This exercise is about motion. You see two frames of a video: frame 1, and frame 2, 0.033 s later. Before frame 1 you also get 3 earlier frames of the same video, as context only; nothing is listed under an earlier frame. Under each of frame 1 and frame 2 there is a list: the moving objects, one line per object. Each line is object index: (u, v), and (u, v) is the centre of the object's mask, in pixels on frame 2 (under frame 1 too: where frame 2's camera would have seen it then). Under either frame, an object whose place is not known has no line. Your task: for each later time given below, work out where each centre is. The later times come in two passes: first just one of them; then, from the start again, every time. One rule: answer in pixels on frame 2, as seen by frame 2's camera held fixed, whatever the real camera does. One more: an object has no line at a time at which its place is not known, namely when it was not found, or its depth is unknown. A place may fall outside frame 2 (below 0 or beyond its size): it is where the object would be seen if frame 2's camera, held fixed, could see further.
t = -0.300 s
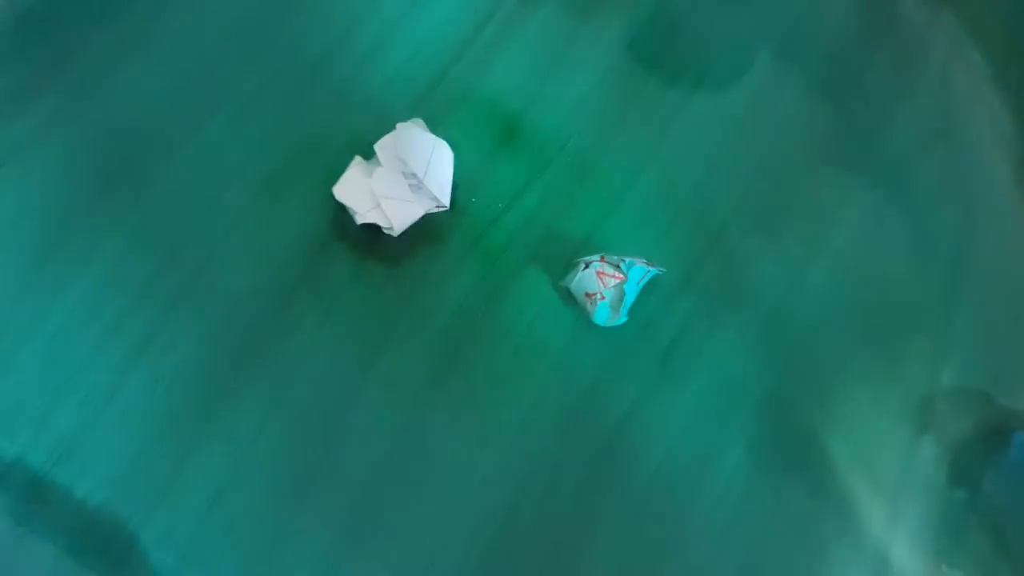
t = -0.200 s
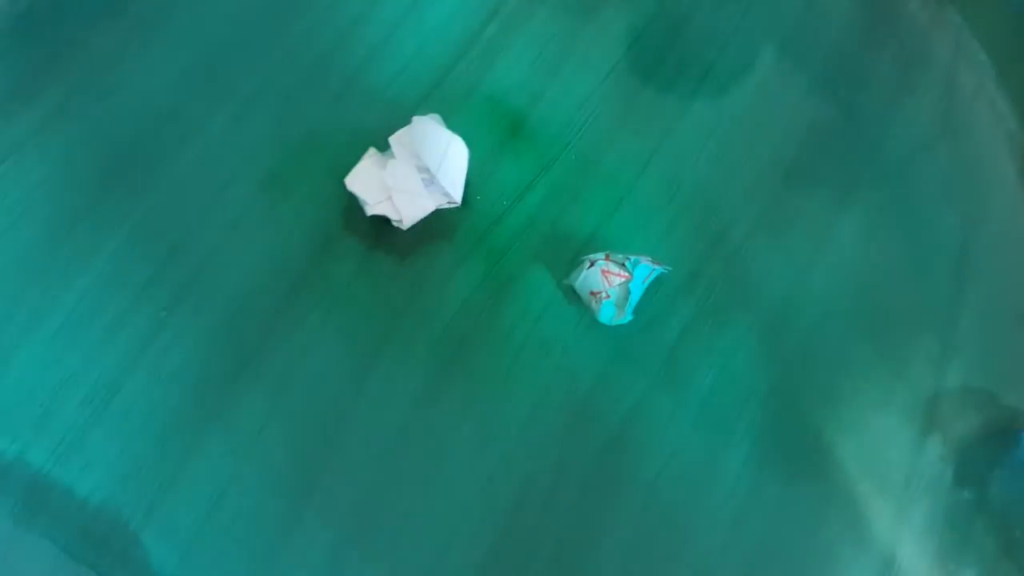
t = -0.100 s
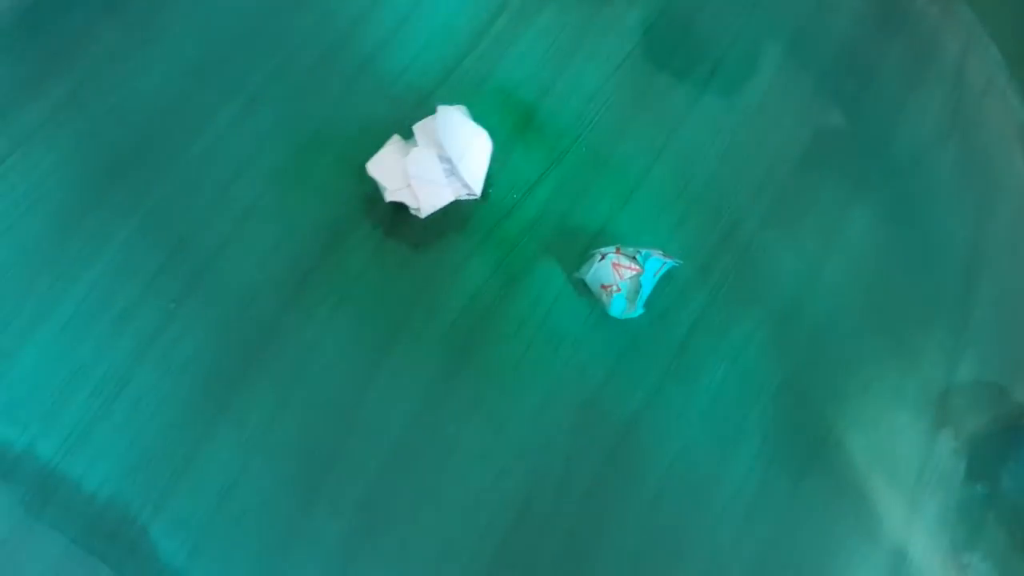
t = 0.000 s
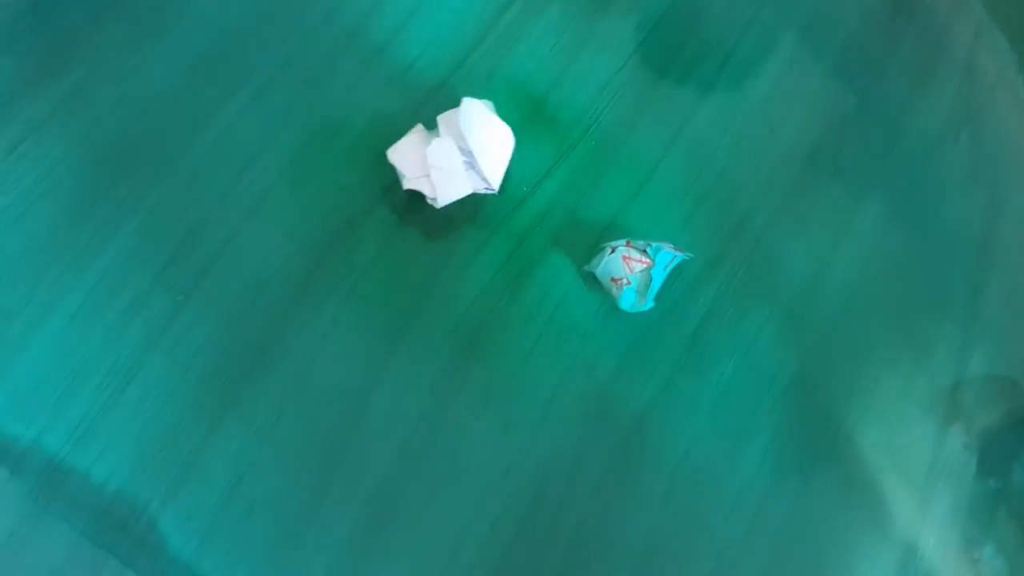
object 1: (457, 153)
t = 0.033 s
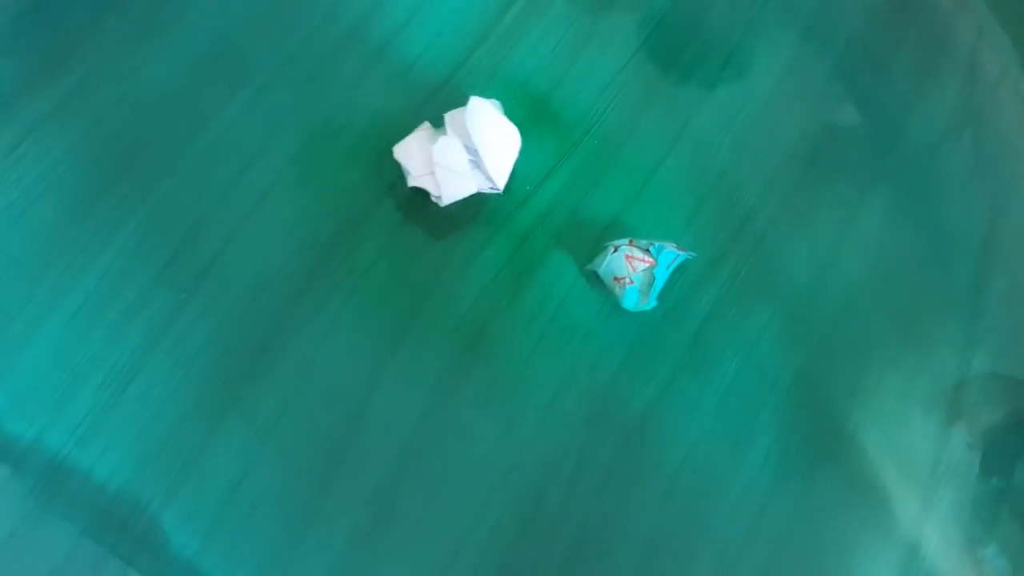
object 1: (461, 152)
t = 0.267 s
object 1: (482, 152)
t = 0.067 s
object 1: (465, 152)
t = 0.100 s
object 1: (469, 152)
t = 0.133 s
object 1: (472, 152)
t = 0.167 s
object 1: (475, 152)
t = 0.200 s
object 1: (477, 152)
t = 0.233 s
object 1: (480, 152)
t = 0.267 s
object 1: (482, 152)
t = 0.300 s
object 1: (484, 152)
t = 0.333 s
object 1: (486, 152)
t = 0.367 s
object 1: (488, 151)
